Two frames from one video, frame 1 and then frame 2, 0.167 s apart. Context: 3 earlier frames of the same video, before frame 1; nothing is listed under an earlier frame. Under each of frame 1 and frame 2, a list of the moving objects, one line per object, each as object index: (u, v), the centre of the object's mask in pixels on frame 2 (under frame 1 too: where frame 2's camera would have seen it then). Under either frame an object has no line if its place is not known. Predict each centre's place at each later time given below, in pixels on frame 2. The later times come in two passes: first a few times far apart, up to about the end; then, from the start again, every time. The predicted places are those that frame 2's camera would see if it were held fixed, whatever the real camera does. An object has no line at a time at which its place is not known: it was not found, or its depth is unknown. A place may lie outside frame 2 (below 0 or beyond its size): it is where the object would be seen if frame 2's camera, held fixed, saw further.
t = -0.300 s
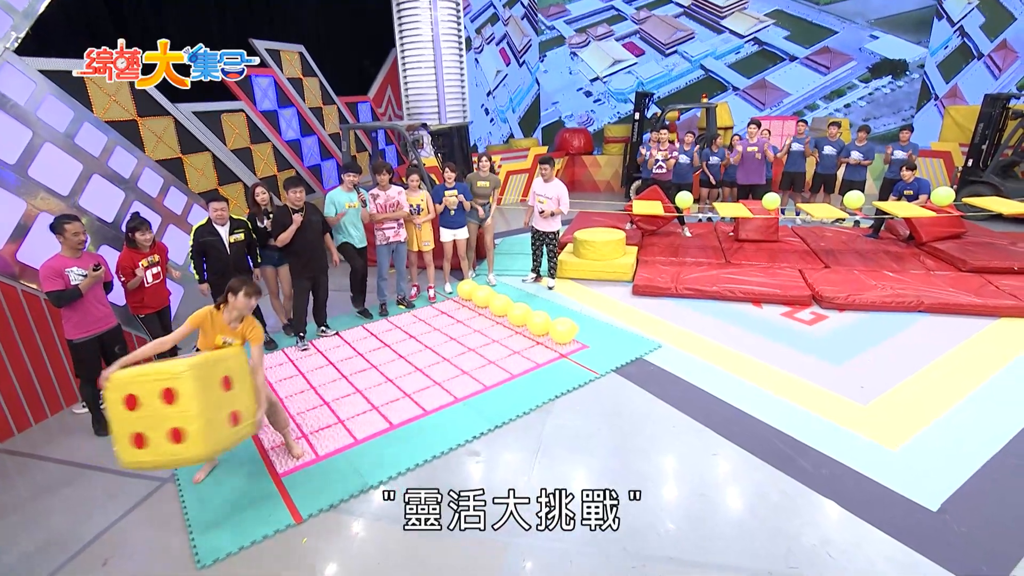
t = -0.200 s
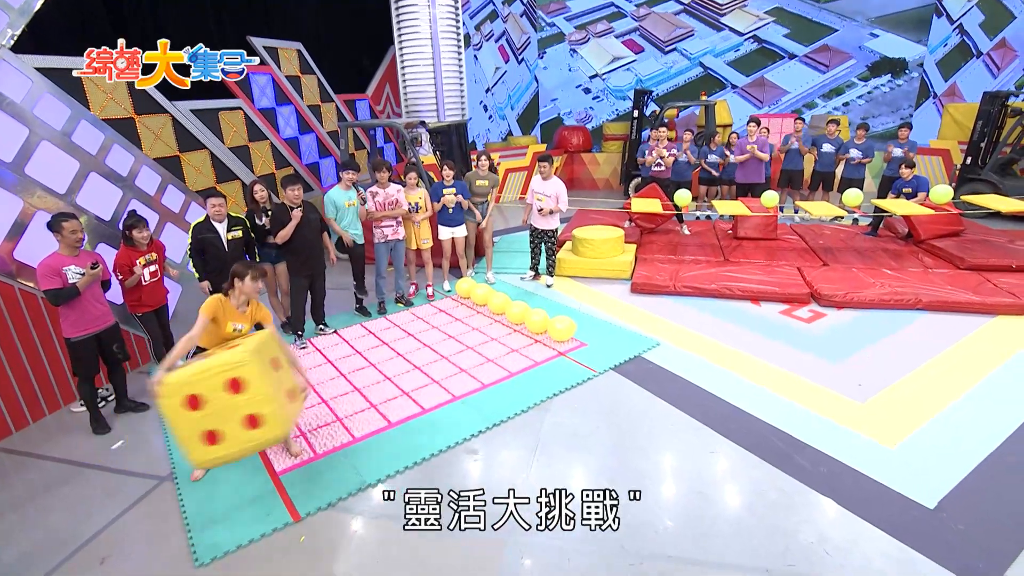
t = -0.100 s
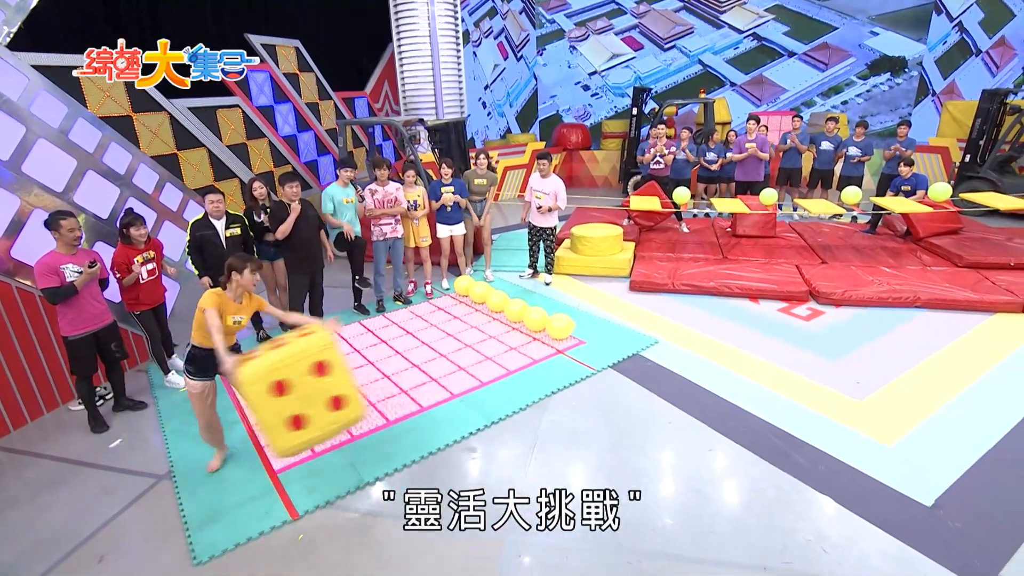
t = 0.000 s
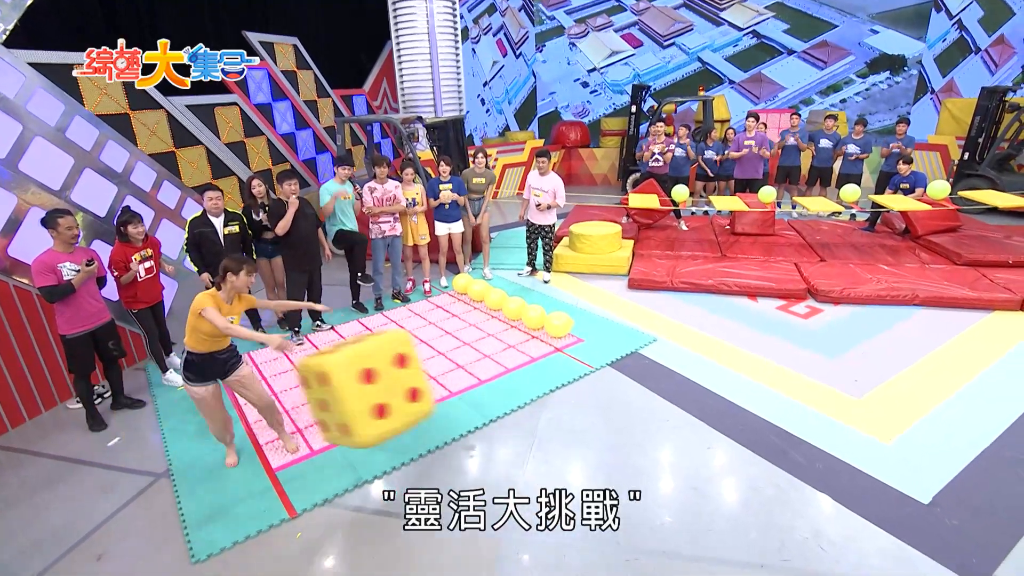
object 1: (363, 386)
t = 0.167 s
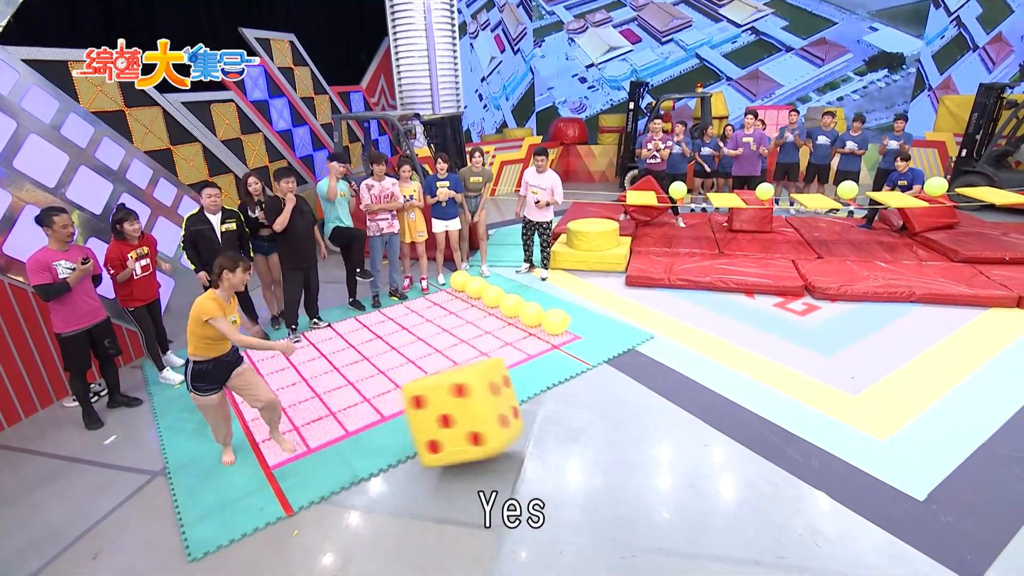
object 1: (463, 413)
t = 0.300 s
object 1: (525, 406)
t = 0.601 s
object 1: (633, 409)
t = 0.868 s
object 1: (719, 422)
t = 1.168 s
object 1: (810, 437)
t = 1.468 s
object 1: (884, 473)
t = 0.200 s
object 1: (477, 411)
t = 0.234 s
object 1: (496, 409)
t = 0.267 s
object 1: (511, 408)
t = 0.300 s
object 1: (525, 406)
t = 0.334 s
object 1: (539, 406)
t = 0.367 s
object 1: (552, 406)
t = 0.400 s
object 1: (567, 400)
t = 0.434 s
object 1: (579, 397)
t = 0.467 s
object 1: (591, 396)
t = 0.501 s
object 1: (603, 398)
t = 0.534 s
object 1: (614, 401)
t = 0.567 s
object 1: (624, 404)
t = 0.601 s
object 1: (633, 409)
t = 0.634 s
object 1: (643, 414)
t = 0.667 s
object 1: (658, 419)
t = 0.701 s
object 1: (668, 416)
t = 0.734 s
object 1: (677, 414)
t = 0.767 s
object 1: (688, 414)
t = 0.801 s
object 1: (698, 416)
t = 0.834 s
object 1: (708, 418)
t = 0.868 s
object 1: (719, 422)
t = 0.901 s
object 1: (730, 426)
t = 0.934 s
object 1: (742, 426)
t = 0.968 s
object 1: (752, 425)
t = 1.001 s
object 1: (763, 426)
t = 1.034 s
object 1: (774, 428)
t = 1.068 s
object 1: (783, 432)
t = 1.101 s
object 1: (793, 437)
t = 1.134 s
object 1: (802, 438)
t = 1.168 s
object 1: (810, 437)
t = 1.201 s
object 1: (818, 438)
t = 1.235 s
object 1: (825, 440)
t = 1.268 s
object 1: (832, 444)
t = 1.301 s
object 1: (838, 449)
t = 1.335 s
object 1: (845, 456)
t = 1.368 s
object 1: (851, 463)
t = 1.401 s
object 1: (863, 469)
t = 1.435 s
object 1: (874, 471)
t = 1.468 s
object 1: (884, 473)
